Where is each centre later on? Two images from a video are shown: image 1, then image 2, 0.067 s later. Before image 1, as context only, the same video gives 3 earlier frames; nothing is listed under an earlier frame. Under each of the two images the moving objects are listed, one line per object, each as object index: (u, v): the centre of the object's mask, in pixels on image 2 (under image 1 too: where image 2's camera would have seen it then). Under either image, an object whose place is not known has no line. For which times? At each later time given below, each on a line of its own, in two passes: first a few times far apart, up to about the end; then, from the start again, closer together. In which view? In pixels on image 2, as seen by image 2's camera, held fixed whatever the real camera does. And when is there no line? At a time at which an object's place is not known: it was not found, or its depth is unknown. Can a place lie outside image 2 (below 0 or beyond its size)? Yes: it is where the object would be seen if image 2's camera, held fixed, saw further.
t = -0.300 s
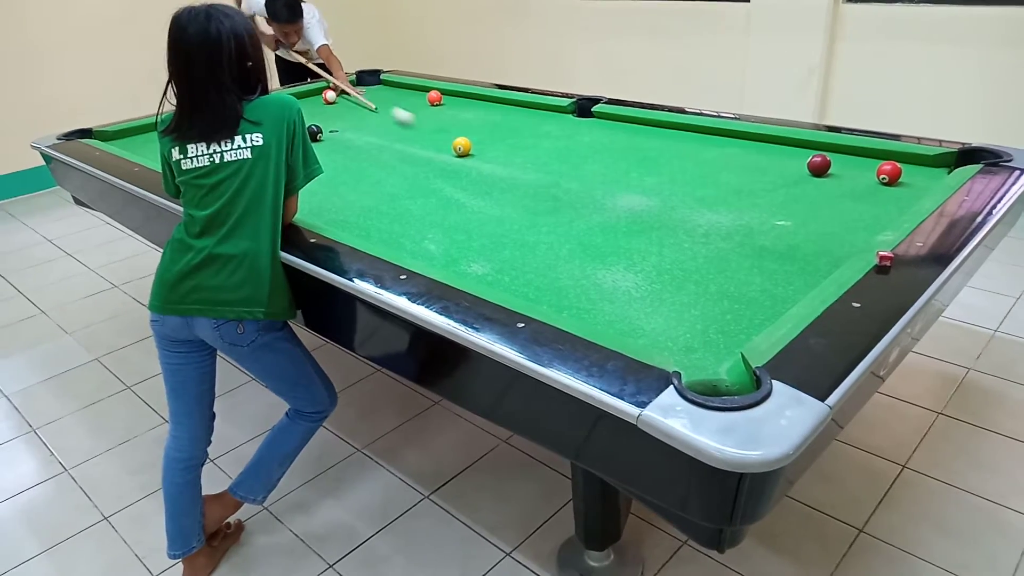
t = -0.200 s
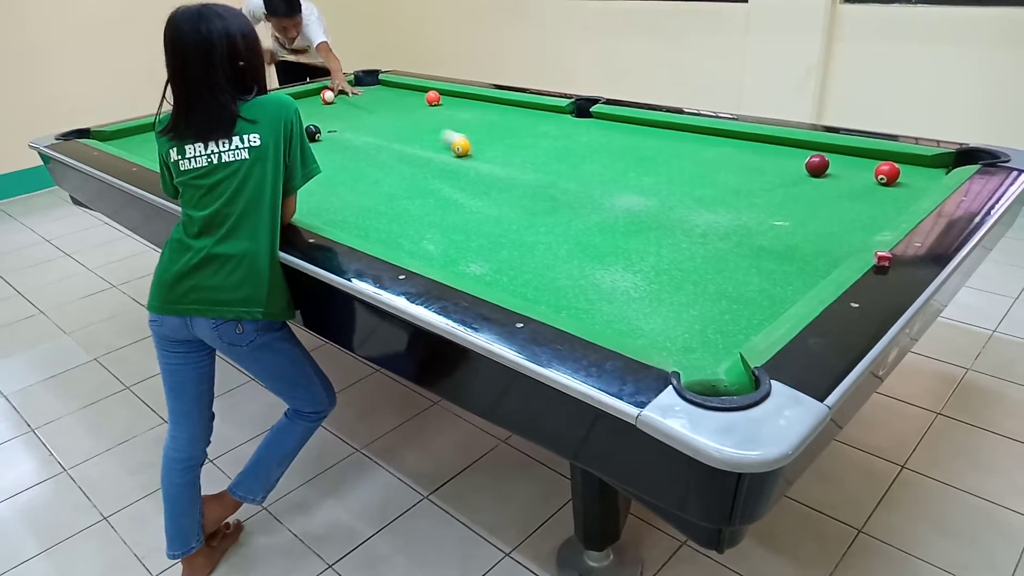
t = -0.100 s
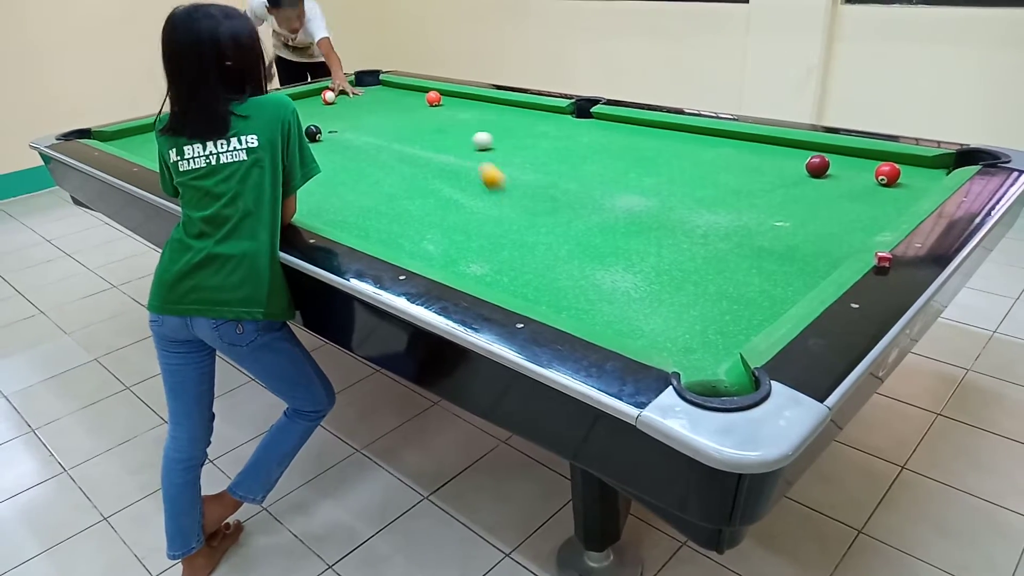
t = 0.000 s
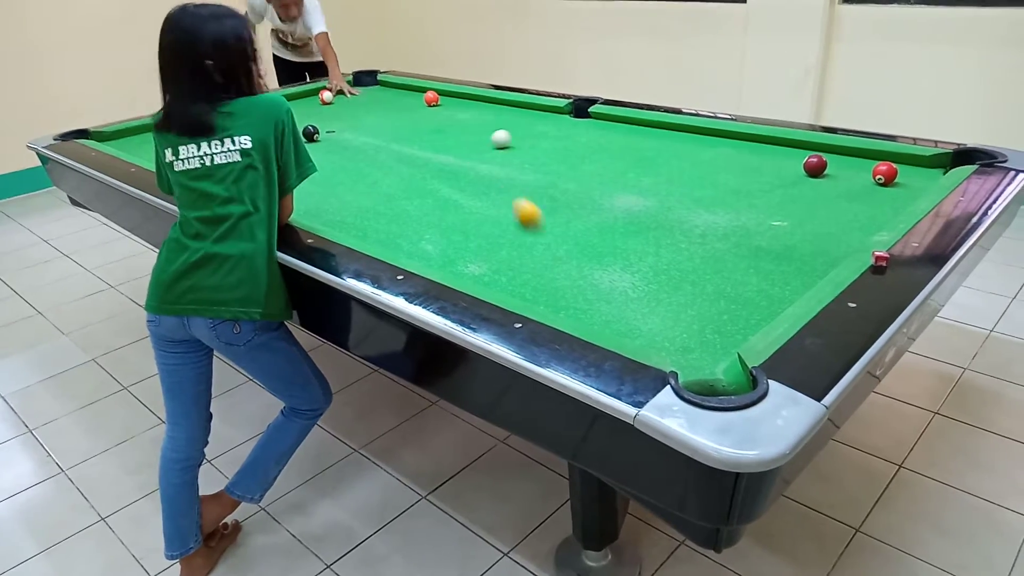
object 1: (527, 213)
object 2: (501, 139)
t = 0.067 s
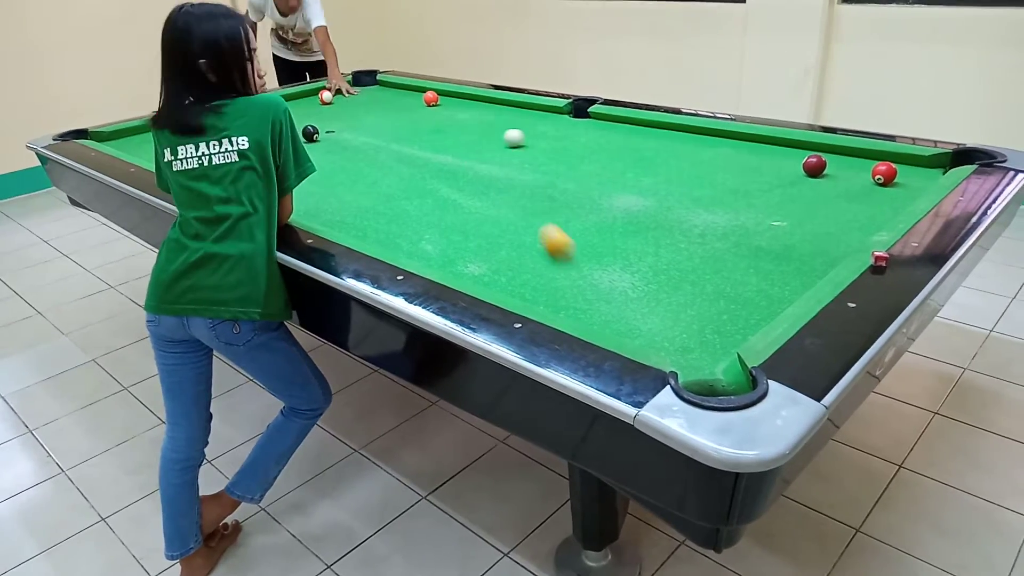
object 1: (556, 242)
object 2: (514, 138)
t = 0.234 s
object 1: (655, 337)
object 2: (546, 135)
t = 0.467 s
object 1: (640, 327)
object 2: (590, 132)
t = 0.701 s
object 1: (601, 296)
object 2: (632, 128)
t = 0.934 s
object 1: (570, 269)
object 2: (665, 126)
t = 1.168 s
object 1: (545, 247)
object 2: (666, 133)
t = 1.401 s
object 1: (525, 229)
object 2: (667, 139)
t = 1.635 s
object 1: (508, 214)
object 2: (668, 146)
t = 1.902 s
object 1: (493, 199)
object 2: (669, 153)
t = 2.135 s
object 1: (481, 188)
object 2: (670, 159)
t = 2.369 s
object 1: (471, 179)
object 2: (672, 164)
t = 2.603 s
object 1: (462, 171)
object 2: (673, 170)
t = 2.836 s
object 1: (455, 164)
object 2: (674, 175)
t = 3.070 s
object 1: (448, 158)
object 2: (675, 179)
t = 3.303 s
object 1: (443, 153)
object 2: (676, 184)
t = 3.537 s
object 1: (438, 149)
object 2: (677, 187)
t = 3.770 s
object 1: (435, 145)
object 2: (678, 190)
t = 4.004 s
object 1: (432, 142)
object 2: (678, 192)
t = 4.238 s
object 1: (429, 140)
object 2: (678, 194)
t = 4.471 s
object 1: (428, 138)
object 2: (679, 194)
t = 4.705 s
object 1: (426, 136)
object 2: (680, 194)
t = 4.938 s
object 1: (425, 136)
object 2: (680, 195)
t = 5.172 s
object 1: (424, 135)
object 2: (679, 195)
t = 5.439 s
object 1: (424, 135)
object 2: (679, 195)
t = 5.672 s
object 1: (424, 134)
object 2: (680, 195)
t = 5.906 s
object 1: (425, 134)
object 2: (680, 194)
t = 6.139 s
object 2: (680, 194)
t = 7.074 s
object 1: (424, 134)
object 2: (680, 194)
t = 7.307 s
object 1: (424, 134)
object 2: (679, 194)
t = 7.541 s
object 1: (424, 134)
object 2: (680, 194)
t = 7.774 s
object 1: (424, 135)
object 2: (680, 195)
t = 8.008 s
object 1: (424, 135)
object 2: (680, 195)
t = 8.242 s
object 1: (424, 135)
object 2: (679, 195)
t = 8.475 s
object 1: (423, 135)
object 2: (679, 194)
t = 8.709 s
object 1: (423, 134)
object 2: (679, 194)
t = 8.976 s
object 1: (423, 135)
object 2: (679, 195)
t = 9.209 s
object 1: (422, 135)
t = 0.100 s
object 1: (573, 258)
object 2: (521, 138)
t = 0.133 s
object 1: (590, 276)
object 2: (527, 137)
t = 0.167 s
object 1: (609, 294)
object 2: (534, 137)
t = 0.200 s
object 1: (629, 315)
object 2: (540, 136)
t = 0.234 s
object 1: (655, 337)
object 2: (546, 135)
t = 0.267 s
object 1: (688, 351)
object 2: (553, 135)
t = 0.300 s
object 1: (712, 353)
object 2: (559, 134)
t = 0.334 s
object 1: (687, 351)
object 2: (566, 134)
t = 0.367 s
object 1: (665, 344)
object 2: (572, 133)
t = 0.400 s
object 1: (655, 337)
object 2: (578, 133)
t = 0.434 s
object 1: (647, 332)
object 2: (584, 132)
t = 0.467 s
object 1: (640, 327)
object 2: (590, 132)
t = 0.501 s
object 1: (633, 323)
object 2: (596, 131)
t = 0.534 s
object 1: (627, 318)
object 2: (603, 131)
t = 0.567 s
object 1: (621, 313)
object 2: (609, 130)
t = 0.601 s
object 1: (616, 308)
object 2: (615, 130)
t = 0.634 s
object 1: (611, 304)
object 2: (621, 129)
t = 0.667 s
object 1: (605, 300)
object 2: (626, 129)
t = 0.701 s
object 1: (601, 296)
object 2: (632, 128)
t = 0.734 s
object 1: (595, 291)
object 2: (638, 127)
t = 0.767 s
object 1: (591, 287)
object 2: (643, 127)
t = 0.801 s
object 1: (586, 284)
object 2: (649, 126)
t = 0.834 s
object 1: (582, 280)
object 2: (655, 126)
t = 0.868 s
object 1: (578, 276)
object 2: (661, 125)
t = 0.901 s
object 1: (574, 272)
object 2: (665, 125)
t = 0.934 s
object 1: (570, 269)
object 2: (665, 126)
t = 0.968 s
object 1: (566, 266)
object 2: (665, 127)
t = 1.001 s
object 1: (562, 262)
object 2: (665, 128)
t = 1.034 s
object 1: (559, 259)
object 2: (665, 129)
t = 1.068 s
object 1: (555, 256)
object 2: (665, 130)
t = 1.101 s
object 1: (552, 253)
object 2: (665, 131)
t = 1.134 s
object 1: (549, 250)
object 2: (666, 132)
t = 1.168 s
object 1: (545, 247)
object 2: (666, 133)
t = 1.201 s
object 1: (542, 244)
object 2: (666, 134)
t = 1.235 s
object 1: (539, 242)
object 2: (666, 135)
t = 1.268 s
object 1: (536, 239)
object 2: (666, 135)
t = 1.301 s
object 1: (533, 237)
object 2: (666, 136)
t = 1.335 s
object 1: (530, 234)
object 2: (667, 137)
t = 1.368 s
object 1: (528, 232)
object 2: (667, 138)
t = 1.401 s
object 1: (525, 229)
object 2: (667, 139)
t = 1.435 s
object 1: (523, 227)
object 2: (667, 140)
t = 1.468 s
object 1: (520, 224)
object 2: (667, 141)
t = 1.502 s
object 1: (518, 222)
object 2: (668, 142)
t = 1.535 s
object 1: (515, 220)
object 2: (668, 143)
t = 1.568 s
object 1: (513, 218)
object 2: (668, 144)
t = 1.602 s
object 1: (510, 216)
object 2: (668, 145)
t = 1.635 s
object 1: (508, 214)
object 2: (668, 146)
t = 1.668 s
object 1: (506, 212)
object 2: (668, 147)
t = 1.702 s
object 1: (504, 210)
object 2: (668, 147)
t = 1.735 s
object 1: (502, 208)
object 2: (668, 148)
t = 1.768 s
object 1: (500, 206)
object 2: (669, 149)
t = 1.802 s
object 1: (498, 204)
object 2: (669, 150)
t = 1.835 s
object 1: (496, 202)
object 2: (669, 151)
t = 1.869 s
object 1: (494, 201)
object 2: (669, 152)
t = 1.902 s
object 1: (493, 199)
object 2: (669, 153)
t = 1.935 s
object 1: (491, 197)
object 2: (670, 153)
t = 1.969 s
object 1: (489, 196)
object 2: (670, 154)
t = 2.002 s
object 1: (487, 194)
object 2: (670, 155)
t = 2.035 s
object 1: (486, 193)
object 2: (670, 156)
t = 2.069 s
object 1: (484, 191)
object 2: (670, 157)
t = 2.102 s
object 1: (482, 190)
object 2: (670, 158)
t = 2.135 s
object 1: (481, 188)
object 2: (670, 159)
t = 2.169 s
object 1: (479, 187)
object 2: (671, 159)
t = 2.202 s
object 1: (478, 185)
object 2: (671, 160)
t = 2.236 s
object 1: (476, 184)
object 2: (671, 161)
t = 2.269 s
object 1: (475, 183)
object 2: (671, 162)
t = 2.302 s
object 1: (474, 181)
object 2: (671, 163)
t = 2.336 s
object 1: (472, 180)
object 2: (671, 163)
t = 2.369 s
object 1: (471, 179)
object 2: (672, 164)
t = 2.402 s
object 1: (470, 178)
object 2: (672, 165)
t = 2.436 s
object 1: (468, 176)
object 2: (672, 166)
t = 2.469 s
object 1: (467, 176)
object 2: (672, 167)
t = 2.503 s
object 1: (466, 174)
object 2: (672, 167)
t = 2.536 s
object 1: (465, 173)
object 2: (673, 168)
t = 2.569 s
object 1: (464, 172)
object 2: (673, 169)
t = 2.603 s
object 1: (462, 171)
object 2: (673, 170)
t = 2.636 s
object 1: (461, 170)
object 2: (673, 171)
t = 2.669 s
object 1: (460, 169)
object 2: (673, 171)
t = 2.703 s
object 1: (459, 168)
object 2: (673, 172)
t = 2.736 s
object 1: (458, 167)
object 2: (674, 173)
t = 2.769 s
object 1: (457, 166)
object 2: (674, 173)
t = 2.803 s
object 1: (456, 165)
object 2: (674, 174)
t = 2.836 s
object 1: (455, 164)
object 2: (674, 175)
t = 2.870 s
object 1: (454, 163)
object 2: (674, 176)
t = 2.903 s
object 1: (452, 162)
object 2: (674, 176)
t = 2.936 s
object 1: (451, 161)
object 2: (675, 177)
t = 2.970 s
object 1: (451, 161)
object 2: (675, 178)
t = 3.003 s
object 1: (450, 160)
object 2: (675, 178)
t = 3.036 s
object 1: (449, 159)
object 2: (675, 179)
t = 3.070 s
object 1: (448, 158)
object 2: (675, 179)
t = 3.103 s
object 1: (447, 157)
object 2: (675, 180)
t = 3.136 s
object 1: (446, 157)
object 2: (675, 181)
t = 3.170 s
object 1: (445, 156)
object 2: (676, 181)
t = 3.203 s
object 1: (445, 155)
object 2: (676, 182)
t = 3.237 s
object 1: (444, 154)
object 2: (676, 182)
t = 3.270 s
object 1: (443, 154)
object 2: (676, 183)
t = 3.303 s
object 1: (443, 153)
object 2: (676, 184)
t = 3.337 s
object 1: (442, 152)
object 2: (676, 184)
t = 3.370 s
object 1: (441, 152)
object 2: (676, 185)
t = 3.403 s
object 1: (441, 151)
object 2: (677, 185)
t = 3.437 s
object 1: (440, 150)
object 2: (677, 185)
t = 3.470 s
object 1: (439, 150)
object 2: (676, 186)
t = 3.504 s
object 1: (439, 149)
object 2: (677, 187)
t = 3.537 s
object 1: (438, 149)
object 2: (677, 187)
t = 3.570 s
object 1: (438, 148)
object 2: (677, 187)
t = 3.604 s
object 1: (437, 147)
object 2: (678, 188)
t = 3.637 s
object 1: (437, 147)
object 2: (677, 188)
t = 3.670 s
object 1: (436, 146)
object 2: (678, 188)
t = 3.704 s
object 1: (436, 146)
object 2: (678, 189)
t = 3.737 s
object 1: (435, 146)
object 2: (678, 189)
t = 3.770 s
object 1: (435, 145)
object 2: (678, 190)
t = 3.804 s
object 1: (434, 145)
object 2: (678, 190)
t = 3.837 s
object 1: (434, 144)
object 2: (678, 190)
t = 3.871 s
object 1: (434, 143)
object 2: (678, 190)
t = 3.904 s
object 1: (433, 143)
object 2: (678, 191)
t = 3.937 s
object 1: (433, 143)
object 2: (678, 191)
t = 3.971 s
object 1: (432, 142)
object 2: (678, 192)
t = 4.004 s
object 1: (432, 142)
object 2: (678, 192)
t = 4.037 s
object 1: (431, 141)
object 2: (678, 192)
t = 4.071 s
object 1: (431, 141)
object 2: (678, 193)
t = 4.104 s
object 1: (430, 141)
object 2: (678, 193)
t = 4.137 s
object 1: (430, 141)
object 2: (679, 193)
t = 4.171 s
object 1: (430, 140)
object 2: (678, 193)
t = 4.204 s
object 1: (430, 140)
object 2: (678, 193)
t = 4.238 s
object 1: (429, 140)
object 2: (678, 194)
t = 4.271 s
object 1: (429, 139)
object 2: (678, 194)
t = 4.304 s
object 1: (429, 139)
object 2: (678, 194)
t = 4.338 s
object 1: (429, 139)
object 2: (678, 194)
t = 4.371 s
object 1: (428, 138)
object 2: (678, 194)
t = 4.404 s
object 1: (428, 138)
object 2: (678, 194)
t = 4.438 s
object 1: (428, 138)
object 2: (679, 194)
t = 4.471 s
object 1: (428, 138)
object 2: (679, 194)
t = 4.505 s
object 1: (428, 138)
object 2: (679, 194)
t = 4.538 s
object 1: (427, 137)
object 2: (679, 194)
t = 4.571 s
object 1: (427, 137)
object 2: (679, 194)
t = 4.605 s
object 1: (427, 137)
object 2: (679, 194)
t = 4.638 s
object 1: (427, 137)
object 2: (679, 194)
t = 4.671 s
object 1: (427, 136)
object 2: (679, 195)
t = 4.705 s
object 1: (426, 136)
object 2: (680, 194)
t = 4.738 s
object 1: (426, 136)
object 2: (680, 194)
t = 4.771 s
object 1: (426, 136)
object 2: (680, 194)
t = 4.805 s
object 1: (426, 136)
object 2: (680, 195)
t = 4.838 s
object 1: (426, 136)
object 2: (680, 194)
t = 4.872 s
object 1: (426, 136)
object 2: (680, 194)
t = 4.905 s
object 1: (425, 136)
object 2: (680, 194)
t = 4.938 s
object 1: (425, 136)
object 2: (680, 195)
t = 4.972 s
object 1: (425, 135)
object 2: (679, 195)
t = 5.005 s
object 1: (425, 135)
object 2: (680, 195)
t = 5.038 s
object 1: (425, 135)
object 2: (680, 194)
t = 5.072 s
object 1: (425, 135)
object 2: (680, 194)
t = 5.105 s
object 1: (425, 135)
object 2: (680, 195)
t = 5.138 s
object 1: (424, 135)
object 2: (680, 195)
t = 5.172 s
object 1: (424, 135)
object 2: (679, 195)
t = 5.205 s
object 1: (424, 135)
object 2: (679, 194)
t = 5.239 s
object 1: (424, 135)
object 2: (679, 194)
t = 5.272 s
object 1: (424, 135)
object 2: (679, 194)
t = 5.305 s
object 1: (425, 135)
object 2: (679, 194)
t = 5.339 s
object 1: (425, 135)
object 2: (679, 194)
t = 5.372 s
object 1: (424, 134)
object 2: (679, 194)
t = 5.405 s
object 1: (424, 135)
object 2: (679, 194)
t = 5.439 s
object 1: (424, 135)
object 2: (679, 195)
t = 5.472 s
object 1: (424, 135)
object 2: (680, 195)
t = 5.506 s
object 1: (423, 135)
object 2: (680, 195)
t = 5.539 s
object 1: (423, 135)
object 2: (680, 195)
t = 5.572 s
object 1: (423, 135)
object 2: (680, 195)
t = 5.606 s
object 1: (423, 135)
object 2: (680, 195)
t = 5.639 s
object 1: (423, 135)
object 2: (680, 195)
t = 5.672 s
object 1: (424, 134)
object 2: (680, 195)
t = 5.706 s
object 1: (424, 134)
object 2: (679, 194)
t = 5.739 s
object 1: (424, 134)
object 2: (680, 194)
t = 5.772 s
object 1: (425, 134)
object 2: (679, 194)
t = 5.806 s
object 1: (425, 134)
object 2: (679, 194)
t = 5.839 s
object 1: (425, 134)
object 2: (679, 194)
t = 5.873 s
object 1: (425, 134)
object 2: (679, 194)
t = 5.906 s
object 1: (425, 134)
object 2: (680, 194)
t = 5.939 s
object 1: (425, 134)
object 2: (680, 194)
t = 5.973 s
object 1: (425, 134)
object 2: (680, 194)
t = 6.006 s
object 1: (425, 133)
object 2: (679, 194)
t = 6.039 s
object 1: (425, 134)
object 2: (680, 194)
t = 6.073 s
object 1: (425, 134)
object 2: (680, 194)
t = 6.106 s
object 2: (680, 194)
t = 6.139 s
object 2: (680, 194)
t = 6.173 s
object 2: (679, 194)
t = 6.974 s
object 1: (425, 134)
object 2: (680, 195)
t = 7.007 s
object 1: (424, 134)
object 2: (680, 195)
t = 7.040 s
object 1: (424, 134)
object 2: (680, 194)
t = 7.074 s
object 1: (424, 134)
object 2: (680, 194)
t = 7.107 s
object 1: (424, 134)
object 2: (680, 194)
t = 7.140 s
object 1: (424, 134)
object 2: (679, 194)
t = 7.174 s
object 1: (424, 134)
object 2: (679, 194)
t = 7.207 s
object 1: (424, 134)
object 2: (679, 194)
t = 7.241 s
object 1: (424, 134)
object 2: (679, 194)
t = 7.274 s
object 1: (424, 134)
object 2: (679, 194)
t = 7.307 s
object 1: (424, 134)
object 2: (679, 194)
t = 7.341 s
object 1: (424, 134)
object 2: (679, 194)
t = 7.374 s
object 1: (424, 134)
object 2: (679, 194)
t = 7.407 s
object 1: (424, 134)
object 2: (679, 194)
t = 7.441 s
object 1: (424, 134)
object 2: (679, 194)
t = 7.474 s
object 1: (424, 134)
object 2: (679, 194)
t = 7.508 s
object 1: (424, 134)
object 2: (679, 194)
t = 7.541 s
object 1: (424, 134)
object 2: (680, 194)
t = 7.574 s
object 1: (424, 134)
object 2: (680, 194)
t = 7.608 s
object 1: (424, 134)
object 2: (680, 195)
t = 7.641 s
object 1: (423, 135)
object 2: (680, 195)
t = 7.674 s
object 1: (424, 135)
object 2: (681, 195)
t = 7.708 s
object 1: (424, 135)
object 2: (680, 195)
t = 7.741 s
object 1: (424, 135)
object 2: (680, 195)
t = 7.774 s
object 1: (424, 135)
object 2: (680, 195)
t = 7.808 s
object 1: (424, 135)
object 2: (679, 195)
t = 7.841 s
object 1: (423, 135)
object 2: (680, 195)
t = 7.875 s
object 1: (424, 135)
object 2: (680, 195)
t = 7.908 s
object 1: (424, 135)
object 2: (680, 195)
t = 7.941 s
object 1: (424, 135)
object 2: (679, 195)
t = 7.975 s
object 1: (424, 135)
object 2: (679, 195)
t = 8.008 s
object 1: (424, 135)
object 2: (680, 195)
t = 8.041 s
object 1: (424, 135)
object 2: (680, 195)
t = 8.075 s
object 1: (424, 135)
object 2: (680, 195)
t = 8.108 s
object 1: (424, 135)
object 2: (680, 195)
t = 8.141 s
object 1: (424, 135)
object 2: (680, 195)
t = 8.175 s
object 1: (424, 135)
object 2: (680, 195)
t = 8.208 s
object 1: (424, 135)
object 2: (679, 195)
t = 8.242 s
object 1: (424, 135)
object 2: (679, 195)
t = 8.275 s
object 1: (424, 135)
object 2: (679, 195)
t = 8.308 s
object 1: (423, 135)
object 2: (679, 195)
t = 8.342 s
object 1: (423, 134)
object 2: (679, 194)
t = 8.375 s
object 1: (423, 134)
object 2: (679, 195)
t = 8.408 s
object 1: (423, 134)
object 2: (679, 195)
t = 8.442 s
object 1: (423, 135)
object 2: (679, 195)
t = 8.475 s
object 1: (423, 135)
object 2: (679, 194)
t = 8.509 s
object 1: (423, 135)
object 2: (679, 194)
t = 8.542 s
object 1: (423, 135)
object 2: (679, 194)
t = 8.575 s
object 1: (423, 135)
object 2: (679, 195)
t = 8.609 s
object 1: (423, 134)
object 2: (680, 194)
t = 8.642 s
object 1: (423, 135)
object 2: (679, 194)
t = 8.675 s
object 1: (423, 135)
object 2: (679, 194)
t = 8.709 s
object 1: (423, 134)
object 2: (679, 194)
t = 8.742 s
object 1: (423, 134)
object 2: (679, 194)
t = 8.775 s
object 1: (423, 135)
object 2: (679, 194)
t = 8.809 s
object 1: (423, 135)
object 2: (679, 195)
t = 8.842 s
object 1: (423, 135)
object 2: (679, 195)
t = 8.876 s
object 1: (423, 135)
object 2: (679, 194)
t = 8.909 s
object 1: (423, 134)
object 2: (679, 194)
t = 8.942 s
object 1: (423, 134)
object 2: (679, 194)
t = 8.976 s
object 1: (423, 135)
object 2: (679, 195)
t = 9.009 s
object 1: (423, 134)
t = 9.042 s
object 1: (423, 134)
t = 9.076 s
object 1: (423, 135)
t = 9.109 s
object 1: (423, 134)
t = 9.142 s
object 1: (423, 135)
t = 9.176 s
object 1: (423, 135)
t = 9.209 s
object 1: (422, 135)
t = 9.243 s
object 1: (422, 135)
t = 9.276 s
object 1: (423, 135)
